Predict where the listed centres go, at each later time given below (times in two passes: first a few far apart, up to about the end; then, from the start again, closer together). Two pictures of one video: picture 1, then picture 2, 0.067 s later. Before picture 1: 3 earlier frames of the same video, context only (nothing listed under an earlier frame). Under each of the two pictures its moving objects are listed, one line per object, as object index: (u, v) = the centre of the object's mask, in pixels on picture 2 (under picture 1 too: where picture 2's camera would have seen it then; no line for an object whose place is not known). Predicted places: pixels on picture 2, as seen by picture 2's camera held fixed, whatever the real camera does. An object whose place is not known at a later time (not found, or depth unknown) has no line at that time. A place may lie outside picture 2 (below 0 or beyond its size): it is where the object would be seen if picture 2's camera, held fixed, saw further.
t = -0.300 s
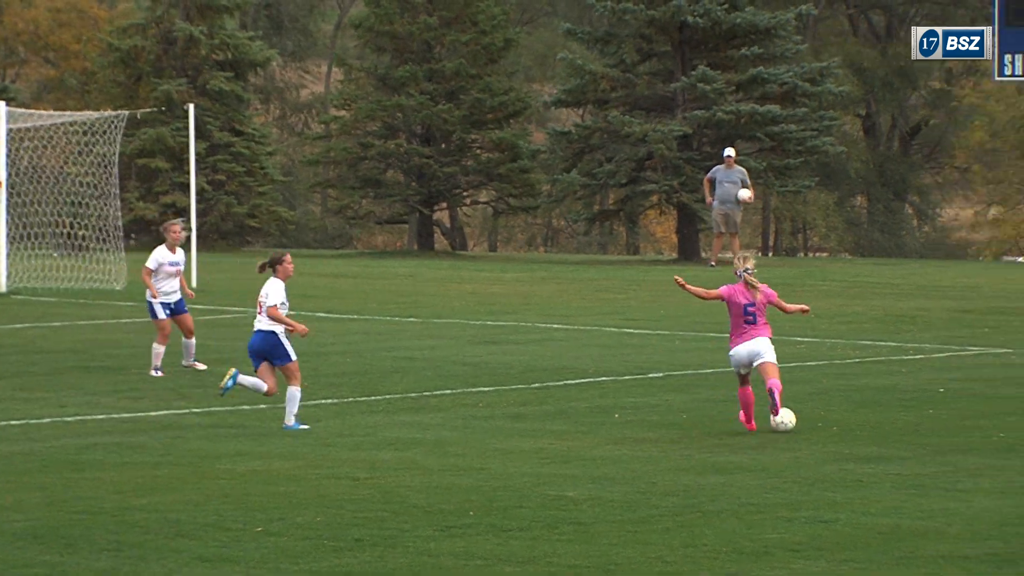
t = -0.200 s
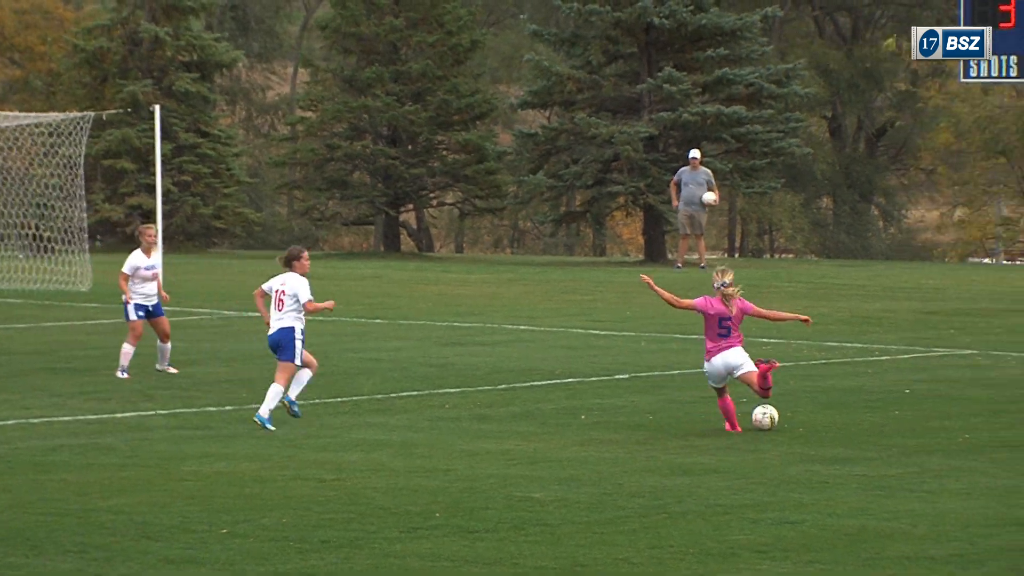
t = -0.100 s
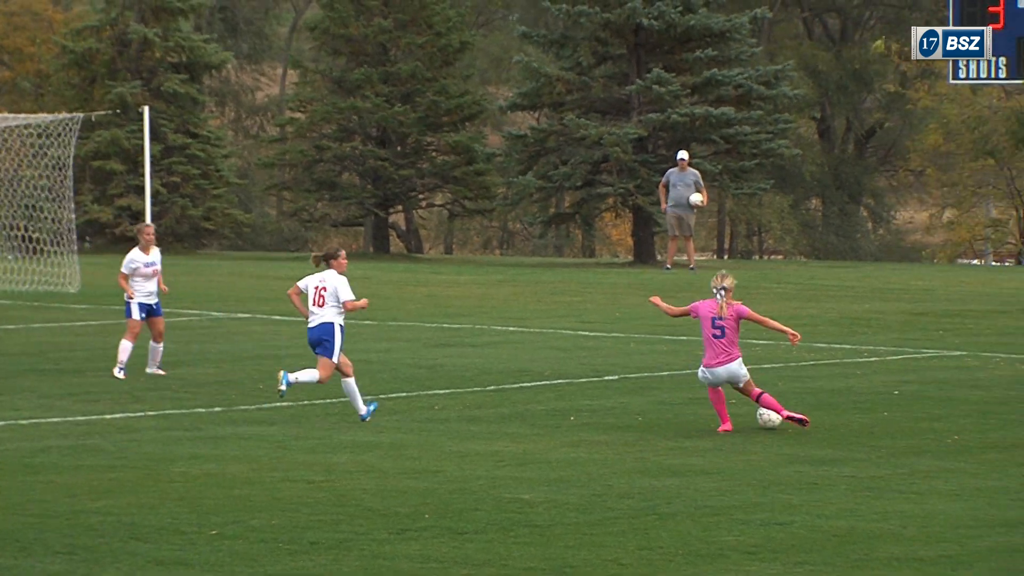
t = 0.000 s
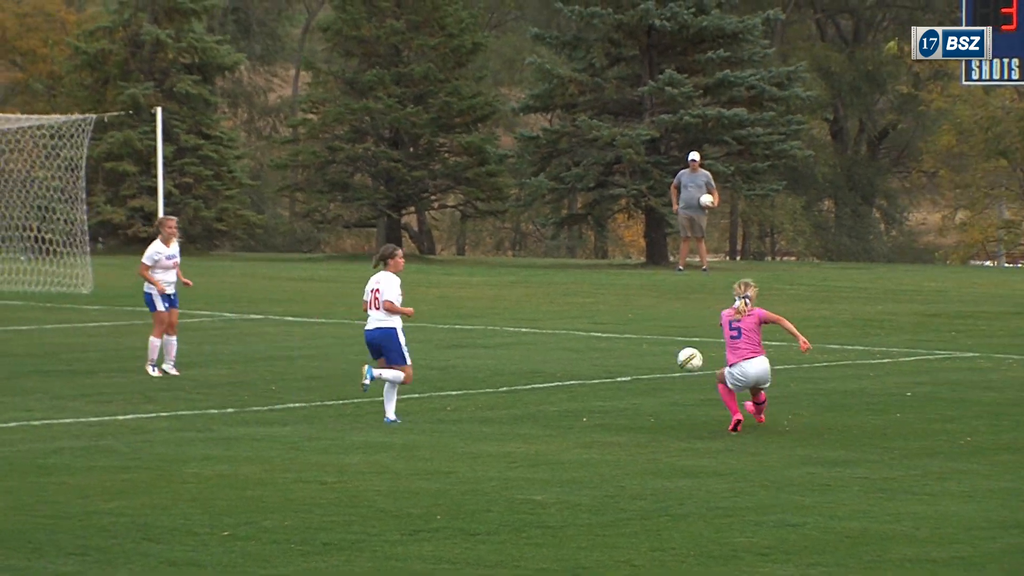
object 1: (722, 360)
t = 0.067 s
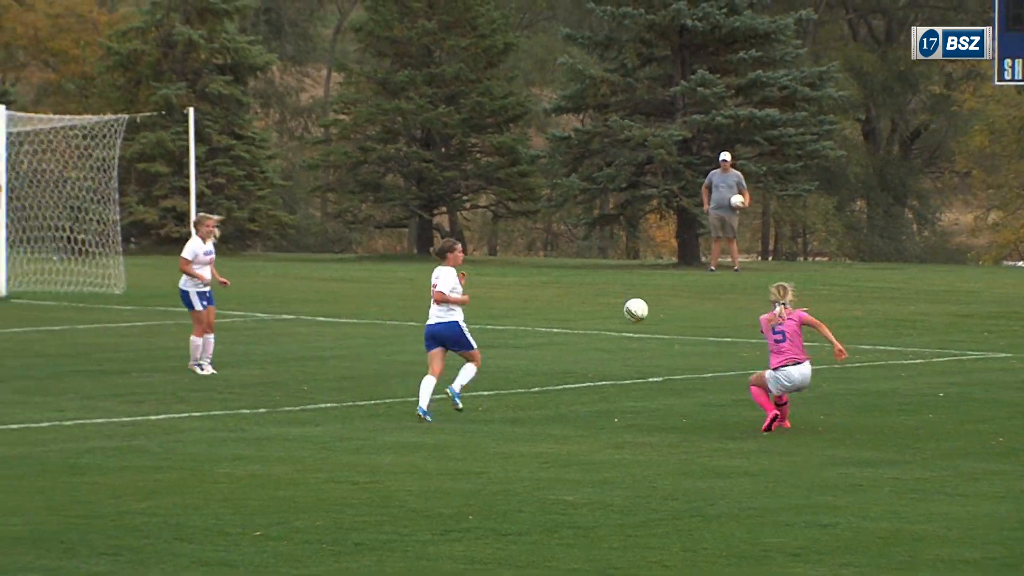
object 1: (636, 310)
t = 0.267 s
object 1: (421, 189)
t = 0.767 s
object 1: (2, 23)
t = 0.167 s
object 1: (519, 244)
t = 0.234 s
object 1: (454, 207)
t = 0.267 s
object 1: (421, 189)
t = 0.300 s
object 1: (387, 173)
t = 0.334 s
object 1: (355, 157)
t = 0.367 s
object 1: (324, 142)
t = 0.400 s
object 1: (293, 128)
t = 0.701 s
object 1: (51, 35)
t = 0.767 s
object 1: (2, 23)
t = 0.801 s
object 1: (-22, 18)
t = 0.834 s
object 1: (-45, 13)
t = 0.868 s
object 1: (-68, 8)
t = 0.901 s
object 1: (-91, 6)
